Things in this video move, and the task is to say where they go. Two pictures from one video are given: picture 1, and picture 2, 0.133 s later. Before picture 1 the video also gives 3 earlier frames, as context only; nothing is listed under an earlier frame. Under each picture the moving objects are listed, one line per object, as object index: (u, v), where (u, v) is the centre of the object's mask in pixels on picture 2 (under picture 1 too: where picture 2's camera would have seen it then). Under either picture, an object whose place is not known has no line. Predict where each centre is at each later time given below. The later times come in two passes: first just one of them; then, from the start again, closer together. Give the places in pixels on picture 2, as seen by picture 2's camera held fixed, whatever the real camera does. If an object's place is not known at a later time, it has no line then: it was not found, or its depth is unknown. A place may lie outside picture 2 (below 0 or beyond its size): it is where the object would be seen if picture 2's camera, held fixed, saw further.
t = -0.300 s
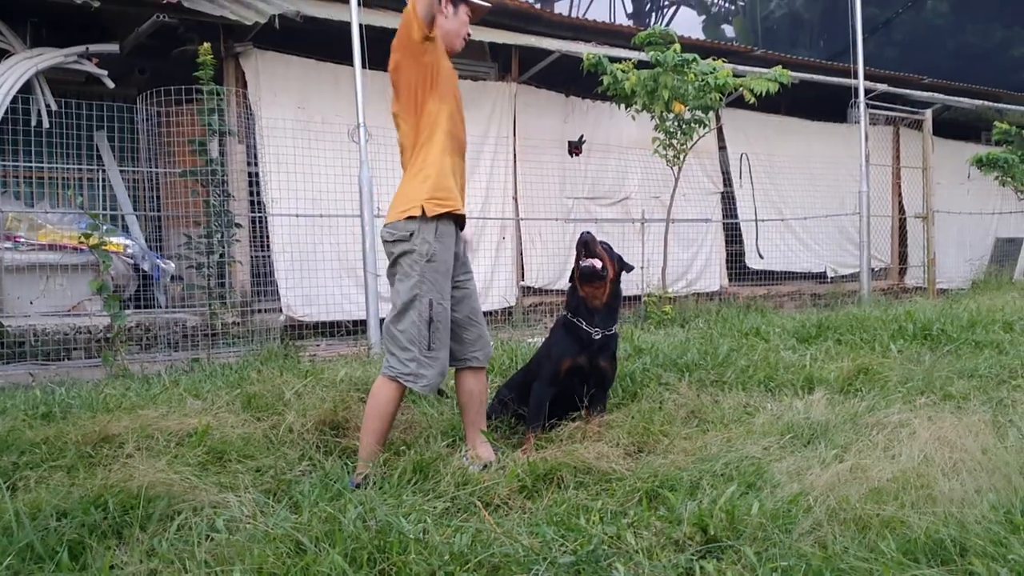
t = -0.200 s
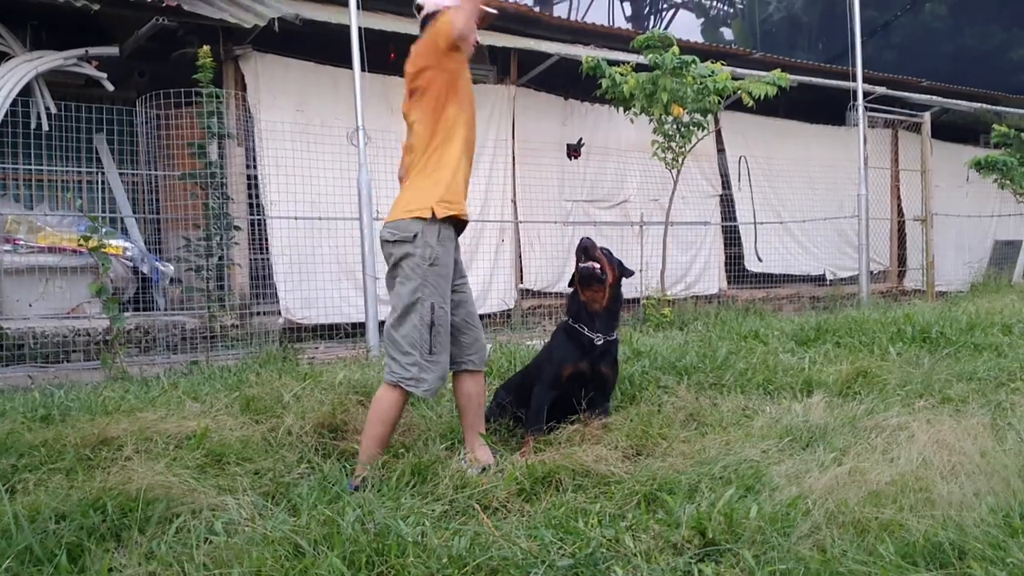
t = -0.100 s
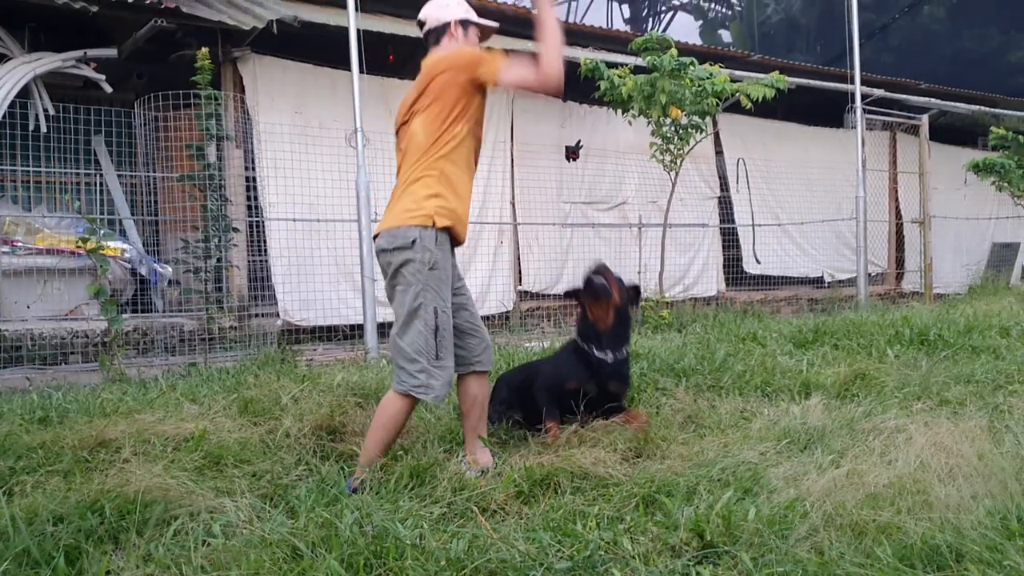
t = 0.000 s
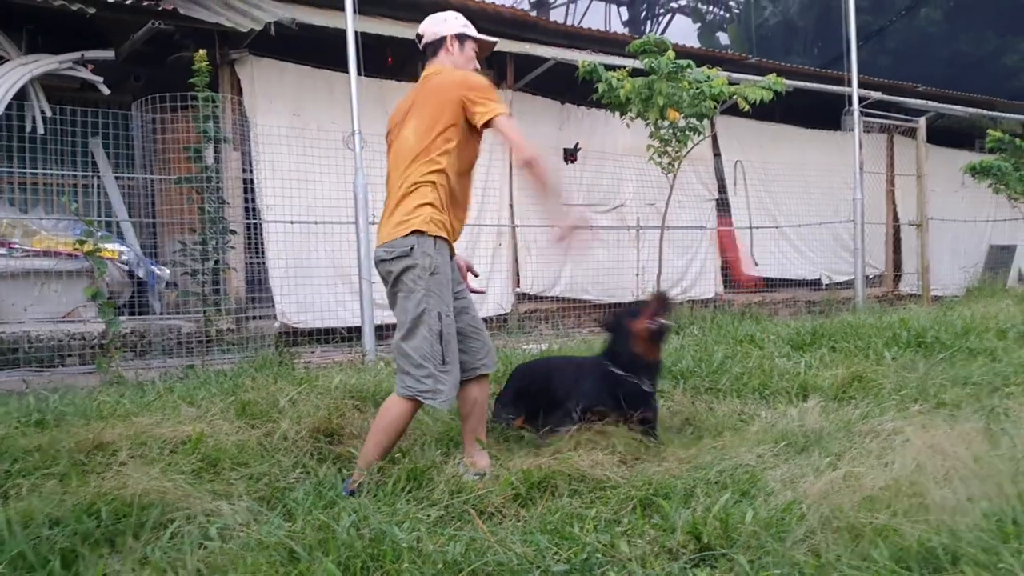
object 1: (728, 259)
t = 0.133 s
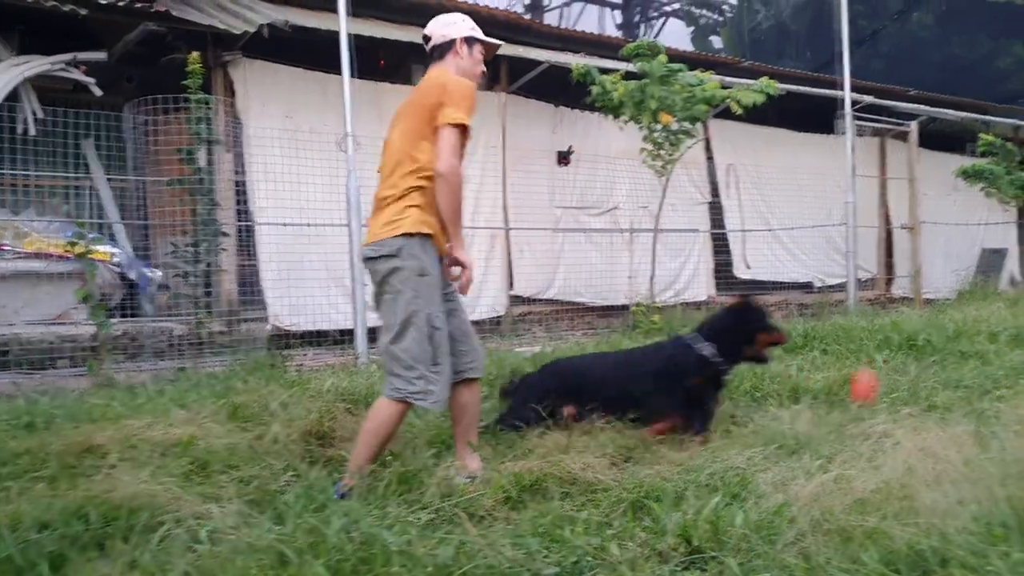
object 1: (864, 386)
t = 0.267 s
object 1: (900, 229)
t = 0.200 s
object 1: (882, 301)
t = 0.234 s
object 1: (891, 264)
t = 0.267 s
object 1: (900, 229)
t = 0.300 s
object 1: (908, 197)
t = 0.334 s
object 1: (916, 167)
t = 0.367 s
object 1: (925, 142)
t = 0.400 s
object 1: (934, 121)
